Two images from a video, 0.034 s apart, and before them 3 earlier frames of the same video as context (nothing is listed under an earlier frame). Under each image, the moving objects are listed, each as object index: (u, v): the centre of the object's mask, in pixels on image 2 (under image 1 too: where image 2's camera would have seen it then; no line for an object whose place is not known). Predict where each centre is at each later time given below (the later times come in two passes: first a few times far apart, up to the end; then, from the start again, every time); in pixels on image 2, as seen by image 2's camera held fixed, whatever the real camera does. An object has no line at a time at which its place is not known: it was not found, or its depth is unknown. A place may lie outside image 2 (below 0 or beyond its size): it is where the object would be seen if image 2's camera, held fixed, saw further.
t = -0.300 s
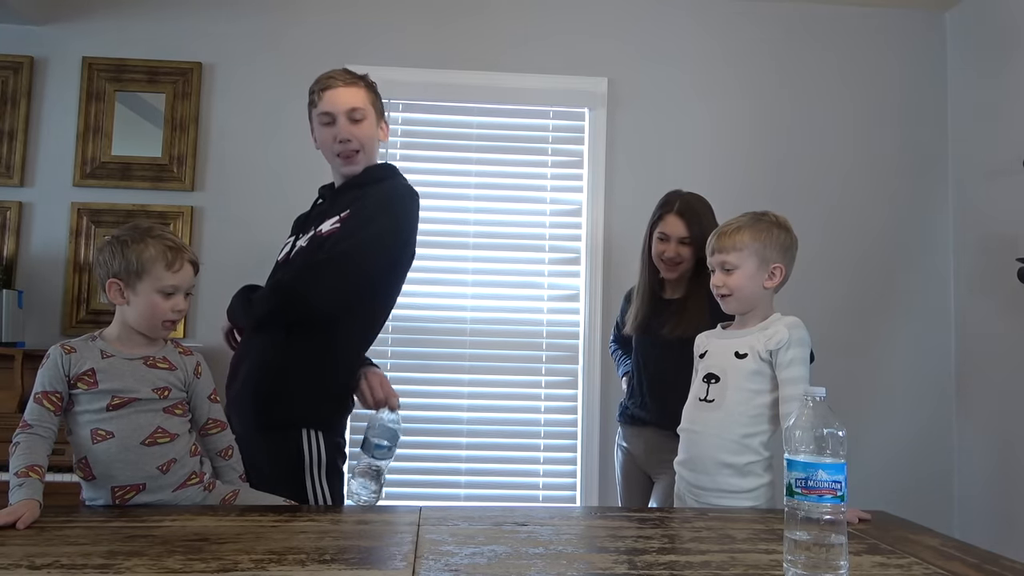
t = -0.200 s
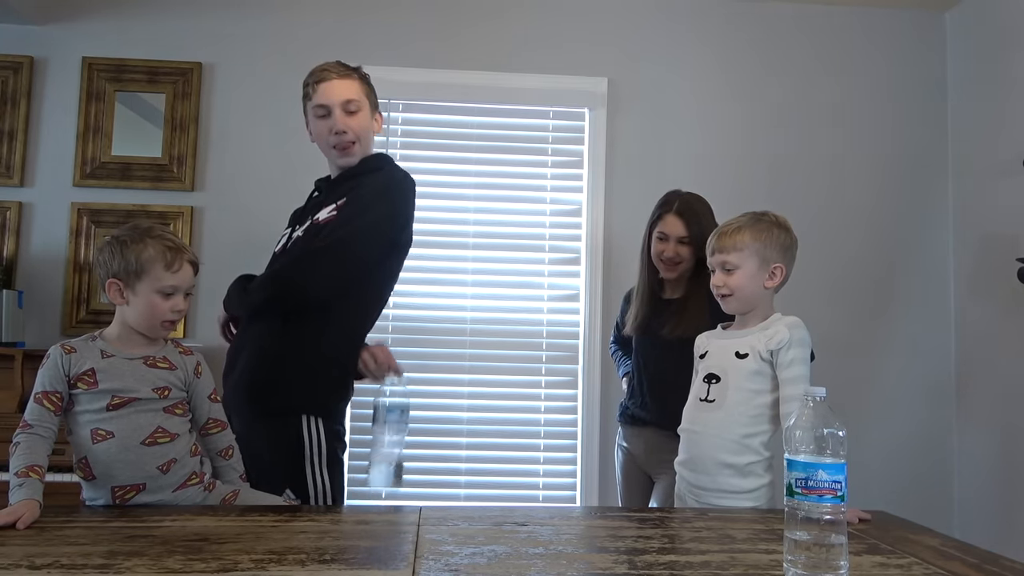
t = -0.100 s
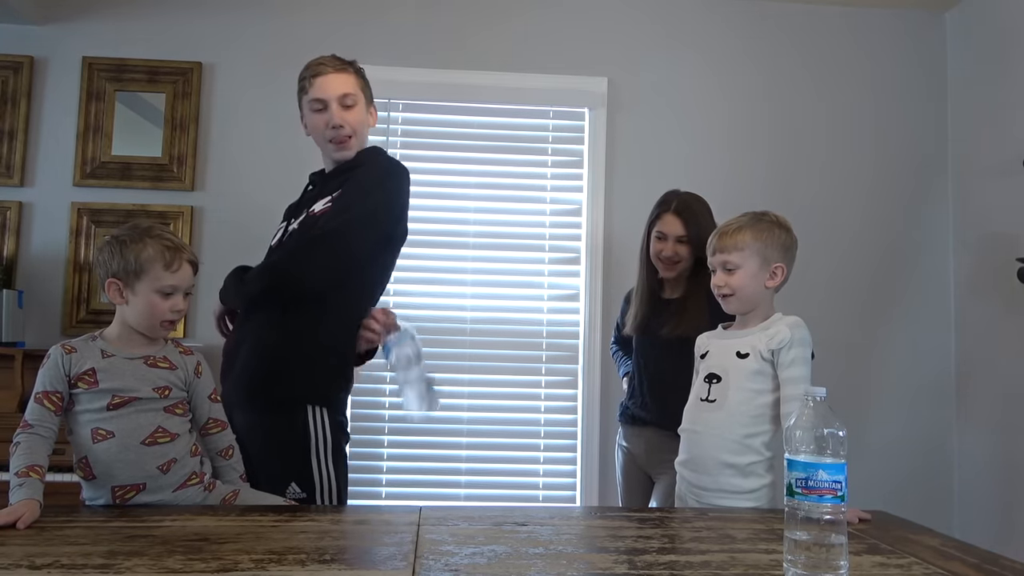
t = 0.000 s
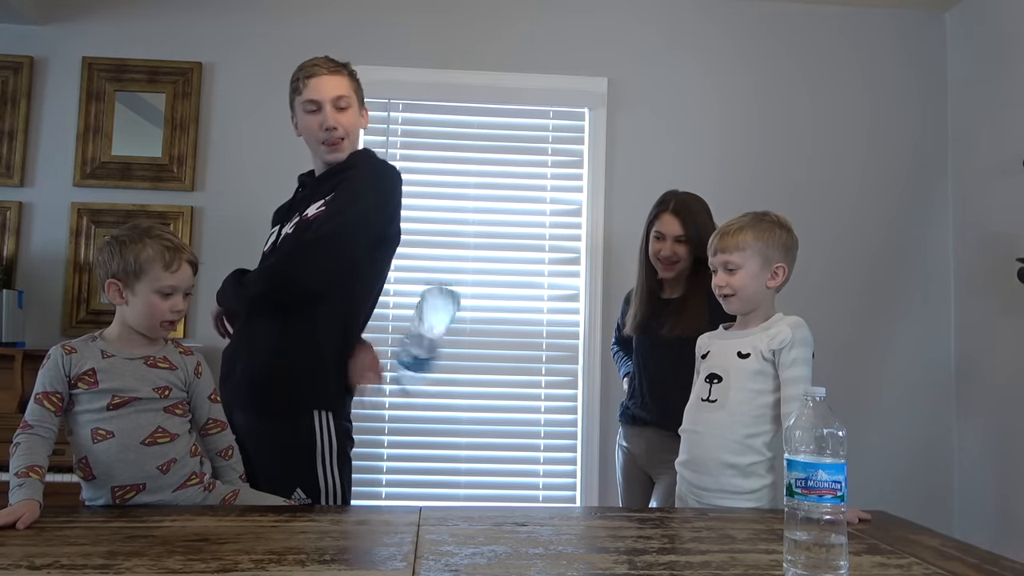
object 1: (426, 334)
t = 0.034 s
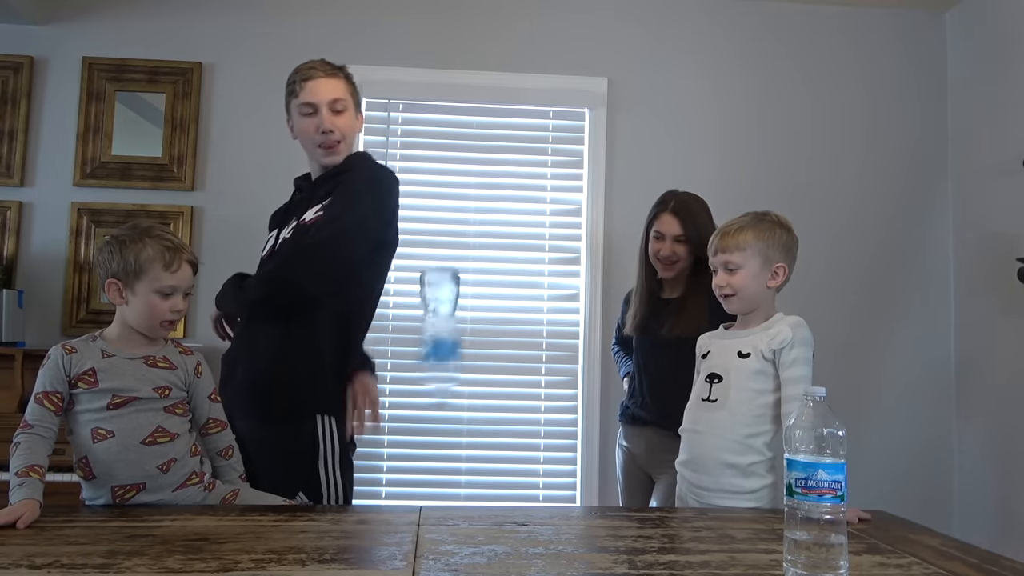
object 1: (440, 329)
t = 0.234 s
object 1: (465, 293)
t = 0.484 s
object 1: (471, 456)
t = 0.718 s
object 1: (479, 461)
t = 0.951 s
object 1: (479, 461)
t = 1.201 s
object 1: (479, 461)
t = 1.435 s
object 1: (479, 461)
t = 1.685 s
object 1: (479, 461)
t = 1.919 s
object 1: (479, 461)
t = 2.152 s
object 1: (479, 461)
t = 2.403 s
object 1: (479, 461)
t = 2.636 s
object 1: (479, 461)
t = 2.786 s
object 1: (479, 461)
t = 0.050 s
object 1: (447, 321)
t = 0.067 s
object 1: (454, 309)
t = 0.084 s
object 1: (454, 291)
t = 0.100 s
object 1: (458, 281)
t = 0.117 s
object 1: (464, 273)
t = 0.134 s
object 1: (465, 268)
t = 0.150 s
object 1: (464, 266)
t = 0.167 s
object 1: (464, 266)
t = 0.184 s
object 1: (464, 269)
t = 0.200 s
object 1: (465, 274)
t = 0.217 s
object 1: (465, 283)
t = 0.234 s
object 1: (465, 293)
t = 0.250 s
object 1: (465, 305)
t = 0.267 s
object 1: (466, 319)
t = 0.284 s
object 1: (466, 334)
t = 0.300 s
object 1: (467, 354)
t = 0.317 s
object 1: (467, 374)
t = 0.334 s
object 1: (467, 393)
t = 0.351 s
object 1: (468, 420)
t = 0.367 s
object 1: (468, 450)
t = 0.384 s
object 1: (468, 459)
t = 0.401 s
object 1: (469, 456)
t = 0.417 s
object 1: (469, 456)
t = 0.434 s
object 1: (469, 456)
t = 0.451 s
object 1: (470, 456)
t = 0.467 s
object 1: (471, 456)
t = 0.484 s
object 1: (471, 456)
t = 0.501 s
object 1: (472, 456)
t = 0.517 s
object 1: (473, 457)
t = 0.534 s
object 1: (475, 459)
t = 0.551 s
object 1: (477, 460)
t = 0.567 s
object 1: (479, 459)
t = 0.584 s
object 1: (480, 459)
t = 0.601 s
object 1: (480, 459)
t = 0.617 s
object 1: (480, 459)
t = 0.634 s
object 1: (480, 459)
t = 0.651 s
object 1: (478, 460)
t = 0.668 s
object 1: (477, 460)
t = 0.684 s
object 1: (476, 460)
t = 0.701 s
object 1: (477, 461)
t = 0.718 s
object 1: (479, 461)
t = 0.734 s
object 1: (479, 461)
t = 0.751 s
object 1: (479, 461)
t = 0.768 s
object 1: (478, 461)
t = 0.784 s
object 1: (479, 461)
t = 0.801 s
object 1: (479, 461)
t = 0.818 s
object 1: (479, 461)
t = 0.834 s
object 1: (479, 461)
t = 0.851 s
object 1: (479, 461)
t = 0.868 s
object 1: (479, 461)
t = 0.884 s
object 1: (479, 461)
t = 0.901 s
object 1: (479, 461)
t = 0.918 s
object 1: (479, 461)
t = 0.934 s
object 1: (479, 461)
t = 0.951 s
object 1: (479, 461)
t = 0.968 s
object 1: (479, 461)
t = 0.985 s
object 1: (479, 461)
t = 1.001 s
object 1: (479, 461)
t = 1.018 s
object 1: (479, 461)
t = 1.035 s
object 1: (479, 461)
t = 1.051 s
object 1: (479, 461)
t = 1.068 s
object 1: (479, 461)
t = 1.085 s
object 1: (479, 461)
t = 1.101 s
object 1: (479, 461)
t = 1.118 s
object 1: (479, 461)
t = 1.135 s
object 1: (479, 461)
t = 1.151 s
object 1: (479, 461)
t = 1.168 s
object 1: (479, 461)
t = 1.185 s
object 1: (479, 461)
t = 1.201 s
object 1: (479, 461)
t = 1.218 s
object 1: (479, 461)
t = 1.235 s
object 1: (479, 461)
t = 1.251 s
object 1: (479, 461)
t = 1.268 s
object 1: (479, 461)
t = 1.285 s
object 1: (479, 461)
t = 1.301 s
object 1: (479, 461)
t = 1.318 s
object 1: (479, 461)
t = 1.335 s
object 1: (479, 461)
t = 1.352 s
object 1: (479, 461)
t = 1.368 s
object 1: (479, 461)
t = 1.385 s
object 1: (479, 461)
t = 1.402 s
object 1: (479, 461)
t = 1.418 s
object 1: (479, 461)
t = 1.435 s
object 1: (479, 461)
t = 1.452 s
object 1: (479, 461)
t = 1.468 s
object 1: (479, 461)
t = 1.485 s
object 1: (479, 461)
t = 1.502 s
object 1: (479, 461)
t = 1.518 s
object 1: (479, 461)
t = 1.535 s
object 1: (479, 461)
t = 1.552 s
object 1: (479, 461)
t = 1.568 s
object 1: (479, 461)
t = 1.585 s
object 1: (479, 461)
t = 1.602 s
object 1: (479, 461)
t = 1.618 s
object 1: (479, 461)
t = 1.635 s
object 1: (479, 461)
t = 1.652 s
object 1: (479, 461)
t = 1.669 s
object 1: (479, 461)
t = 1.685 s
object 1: (479, 461)
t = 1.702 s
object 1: (479, 461)
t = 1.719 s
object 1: (479, 461)
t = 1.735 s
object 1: (479, 461)
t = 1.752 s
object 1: (479, 461)
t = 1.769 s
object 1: (479, 461)
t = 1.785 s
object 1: (479, 461)
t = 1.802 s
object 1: (479, 461)
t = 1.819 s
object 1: (479, 461)
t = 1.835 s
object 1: (479, 461)
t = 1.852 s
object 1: (479, 461)
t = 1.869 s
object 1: (479, 461)
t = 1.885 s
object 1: (479, 461)
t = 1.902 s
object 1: (479, 461)
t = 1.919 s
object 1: (479, 461)
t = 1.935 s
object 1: (479, 461)
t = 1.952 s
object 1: (479, 461)
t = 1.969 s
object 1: (479, 461)
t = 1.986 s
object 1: (479, 461)
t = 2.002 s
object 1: (479, 461)
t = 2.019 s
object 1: (479, 461)
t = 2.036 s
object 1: (479, 461)
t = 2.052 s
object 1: (479, 461)
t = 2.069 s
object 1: (479, 461)
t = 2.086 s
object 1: (479, 461)
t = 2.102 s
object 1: (479, 461)
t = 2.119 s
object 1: (479, 461)
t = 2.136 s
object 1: (479, 461)
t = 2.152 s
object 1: (479, 461)
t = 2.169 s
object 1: (479, 461)
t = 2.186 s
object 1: (479, 461)
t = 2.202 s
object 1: (479, 461)
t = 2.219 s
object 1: (479, 461)
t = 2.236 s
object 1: (479, 461)
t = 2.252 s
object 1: (479, 461)
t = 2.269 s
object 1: (479, 461)
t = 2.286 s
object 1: (479, 461)
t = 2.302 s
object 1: (479, 461)
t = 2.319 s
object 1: (479, 461)
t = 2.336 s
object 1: (479, 461)
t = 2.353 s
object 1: (479, 461)
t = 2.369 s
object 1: (479, 461)
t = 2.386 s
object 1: (479, 461)
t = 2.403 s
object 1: (479, 461)
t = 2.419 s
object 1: (479, 461)
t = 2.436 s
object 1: (479, 461)
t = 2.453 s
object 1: (479, 461)
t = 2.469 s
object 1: (479, 461)
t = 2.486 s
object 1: (479, 461)
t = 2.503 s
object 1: (479, 461)
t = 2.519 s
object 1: (479, 461)
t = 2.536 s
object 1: (479, 461)
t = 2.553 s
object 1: (479, 461)
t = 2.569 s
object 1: (479, 461)
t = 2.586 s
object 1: (479, 461)
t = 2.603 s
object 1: (479, 461)
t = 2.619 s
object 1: (479, 461)
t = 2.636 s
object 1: (479, 461)
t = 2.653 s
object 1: (479, 461)
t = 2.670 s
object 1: (479, 461)
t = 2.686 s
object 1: (479, 461)
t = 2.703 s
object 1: (479, 461)
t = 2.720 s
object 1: (479, 461)
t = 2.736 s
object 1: (479, 461)
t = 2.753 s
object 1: (479, 461)
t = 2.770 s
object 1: (479, 461)
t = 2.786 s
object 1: (479, 461)
